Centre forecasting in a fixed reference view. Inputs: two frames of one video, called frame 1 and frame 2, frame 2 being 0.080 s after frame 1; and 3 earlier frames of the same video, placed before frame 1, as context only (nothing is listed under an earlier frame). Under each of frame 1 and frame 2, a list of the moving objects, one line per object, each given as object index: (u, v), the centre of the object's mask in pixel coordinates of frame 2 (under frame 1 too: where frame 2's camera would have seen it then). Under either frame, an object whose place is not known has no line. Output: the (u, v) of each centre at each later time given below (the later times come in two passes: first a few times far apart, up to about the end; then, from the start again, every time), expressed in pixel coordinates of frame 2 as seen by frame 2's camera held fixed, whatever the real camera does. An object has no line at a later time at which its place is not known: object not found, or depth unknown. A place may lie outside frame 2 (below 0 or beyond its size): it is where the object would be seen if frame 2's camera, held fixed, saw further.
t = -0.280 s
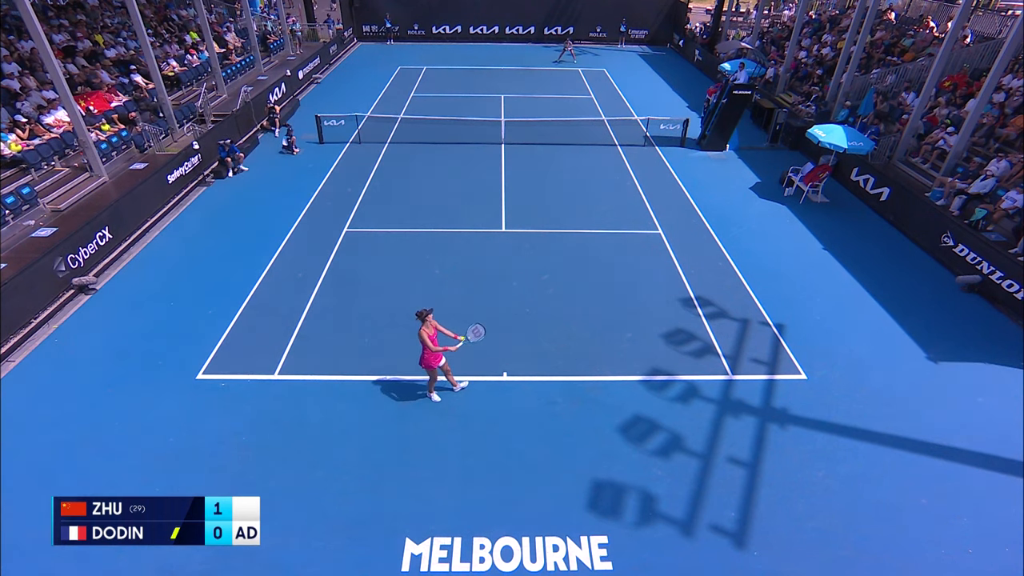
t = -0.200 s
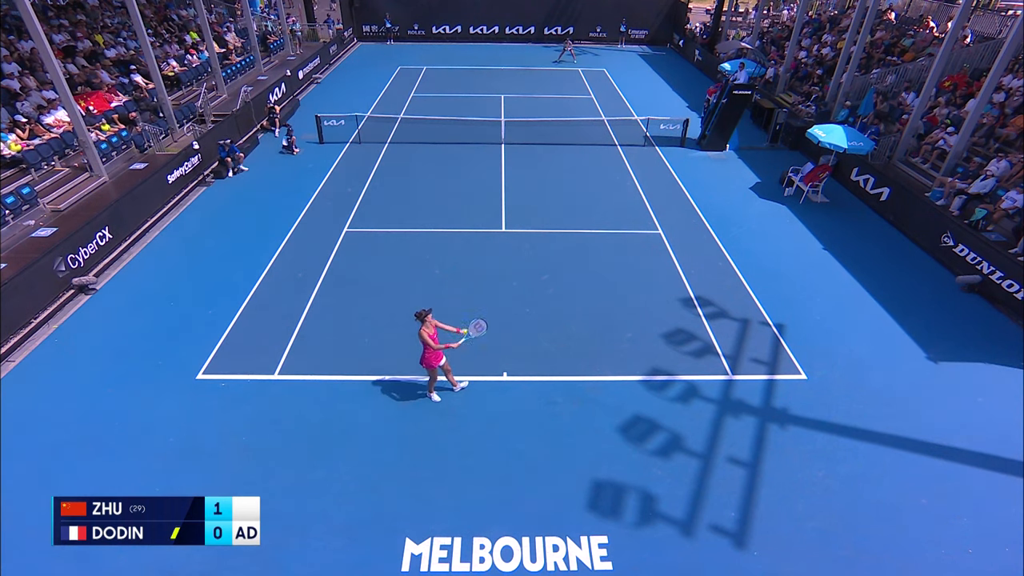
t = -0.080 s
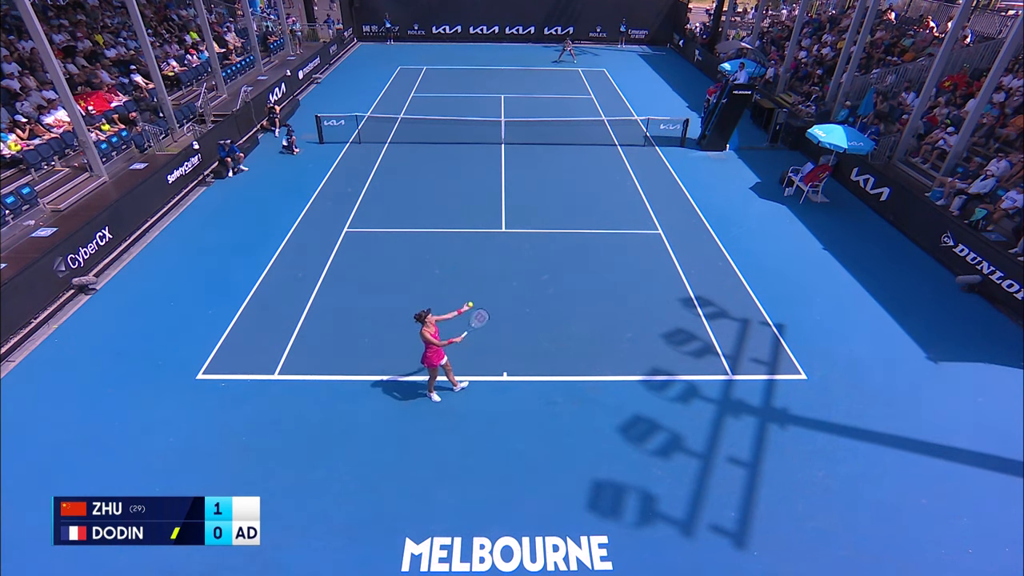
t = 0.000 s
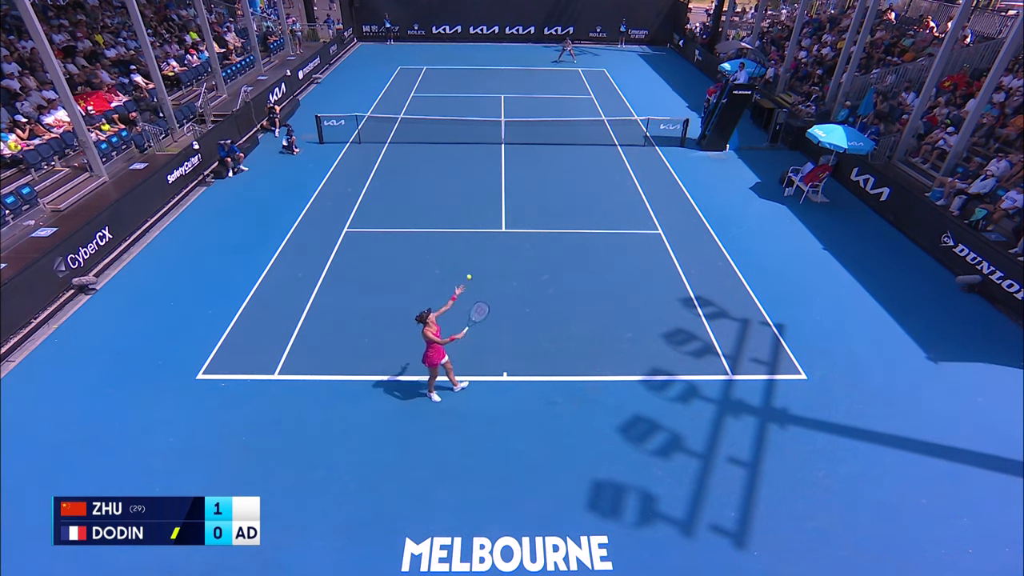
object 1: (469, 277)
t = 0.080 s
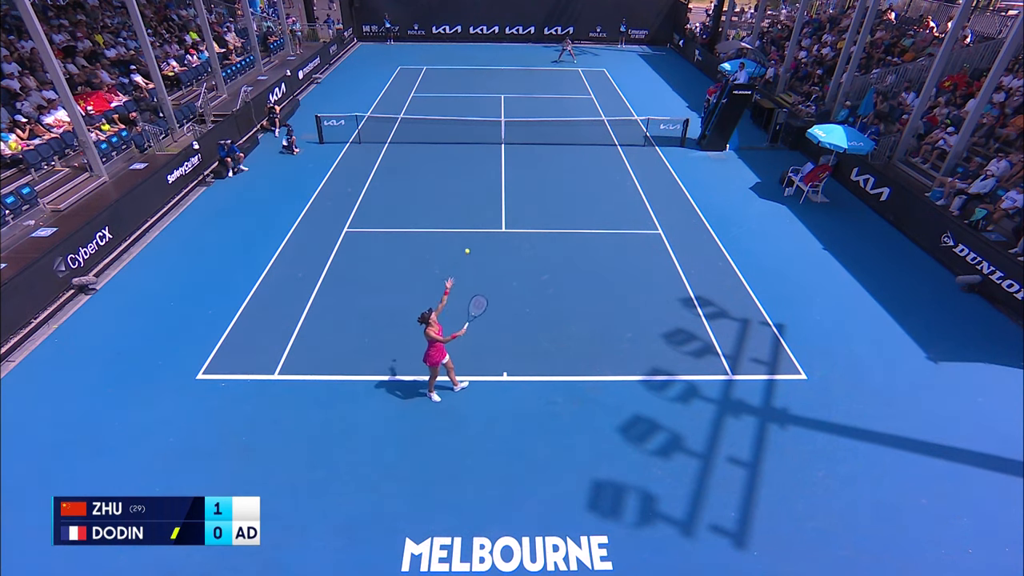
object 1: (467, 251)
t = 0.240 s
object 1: (462, 207)
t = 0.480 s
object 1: (458, 168)
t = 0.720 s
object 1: (455, 167)
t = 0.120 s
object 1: (466, 239)
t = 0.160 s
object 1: (465, 227)
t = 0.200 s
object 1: (462, 216)
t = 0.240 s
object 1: (462, 207)
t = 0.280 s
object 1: (462, 198)
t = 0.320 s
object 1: (462, 190)
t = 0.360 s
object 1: (461, 183)
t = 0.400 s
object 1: (460, 177)
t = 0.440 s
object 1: (459, 172)
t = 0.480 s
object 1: (458, 168)
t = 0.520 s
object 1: (458, 165)
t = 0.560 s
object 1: (457, 163)
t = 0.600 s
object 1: (456, 163)
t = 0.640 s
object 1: (456, 163)
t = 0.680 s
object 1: (456, 164)
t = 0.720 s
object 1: (455, 167)
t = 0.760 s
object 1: (454, 170)
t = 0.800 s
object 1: (454, 174)
